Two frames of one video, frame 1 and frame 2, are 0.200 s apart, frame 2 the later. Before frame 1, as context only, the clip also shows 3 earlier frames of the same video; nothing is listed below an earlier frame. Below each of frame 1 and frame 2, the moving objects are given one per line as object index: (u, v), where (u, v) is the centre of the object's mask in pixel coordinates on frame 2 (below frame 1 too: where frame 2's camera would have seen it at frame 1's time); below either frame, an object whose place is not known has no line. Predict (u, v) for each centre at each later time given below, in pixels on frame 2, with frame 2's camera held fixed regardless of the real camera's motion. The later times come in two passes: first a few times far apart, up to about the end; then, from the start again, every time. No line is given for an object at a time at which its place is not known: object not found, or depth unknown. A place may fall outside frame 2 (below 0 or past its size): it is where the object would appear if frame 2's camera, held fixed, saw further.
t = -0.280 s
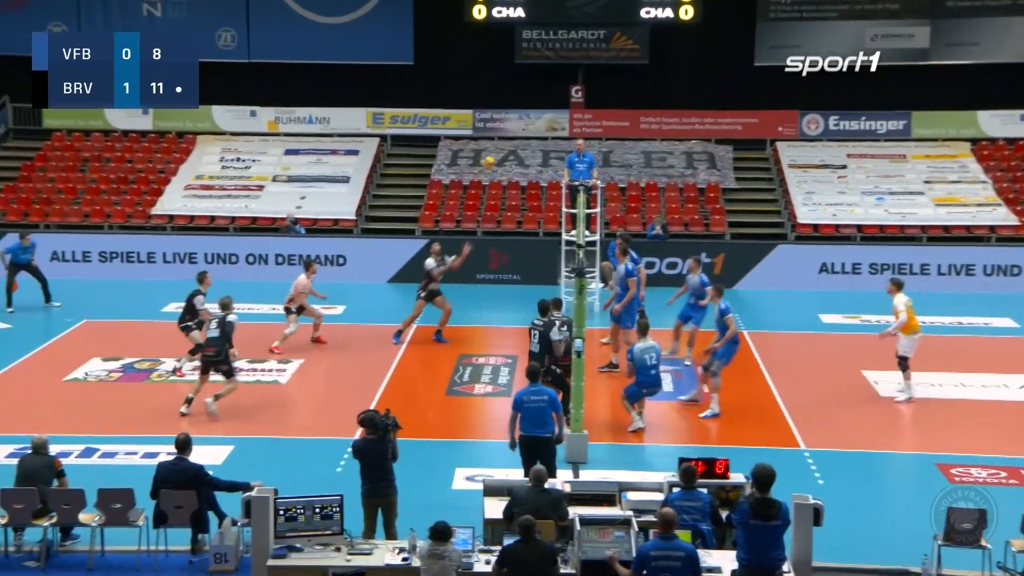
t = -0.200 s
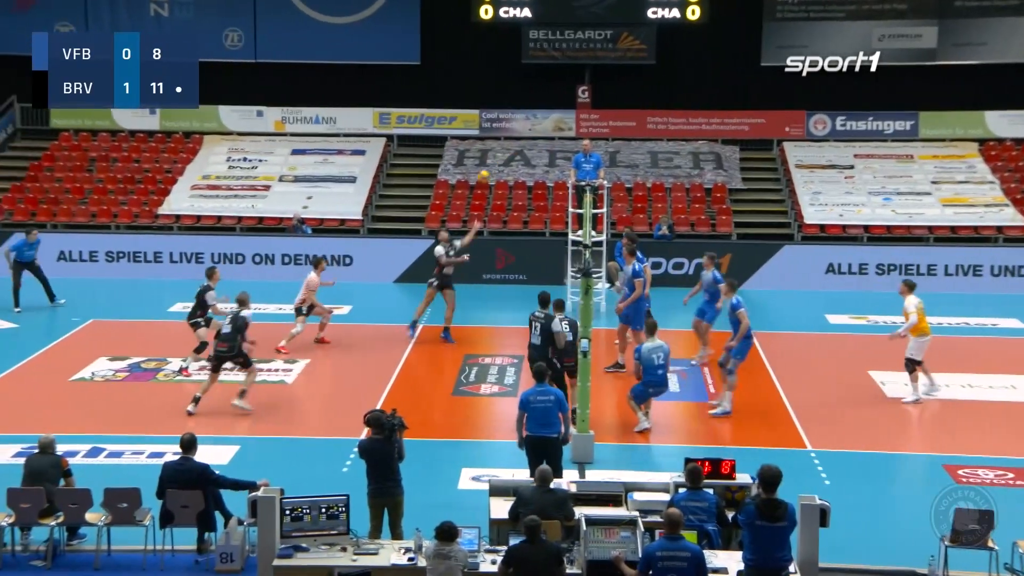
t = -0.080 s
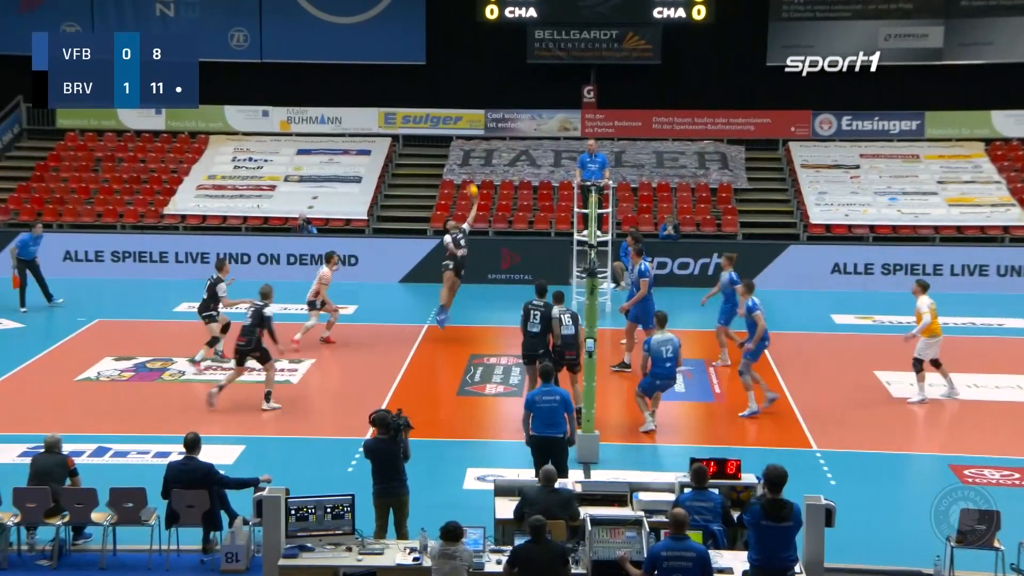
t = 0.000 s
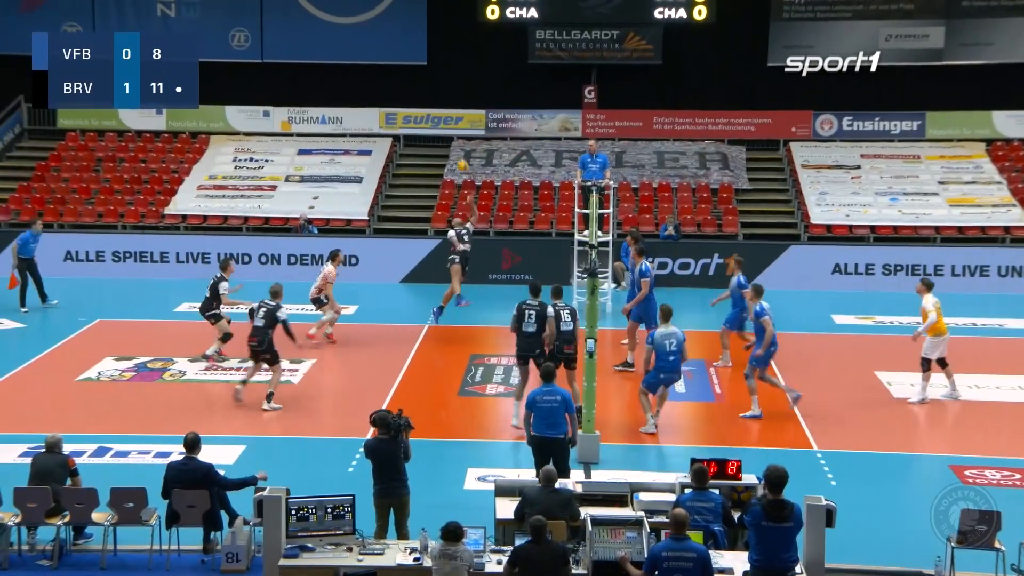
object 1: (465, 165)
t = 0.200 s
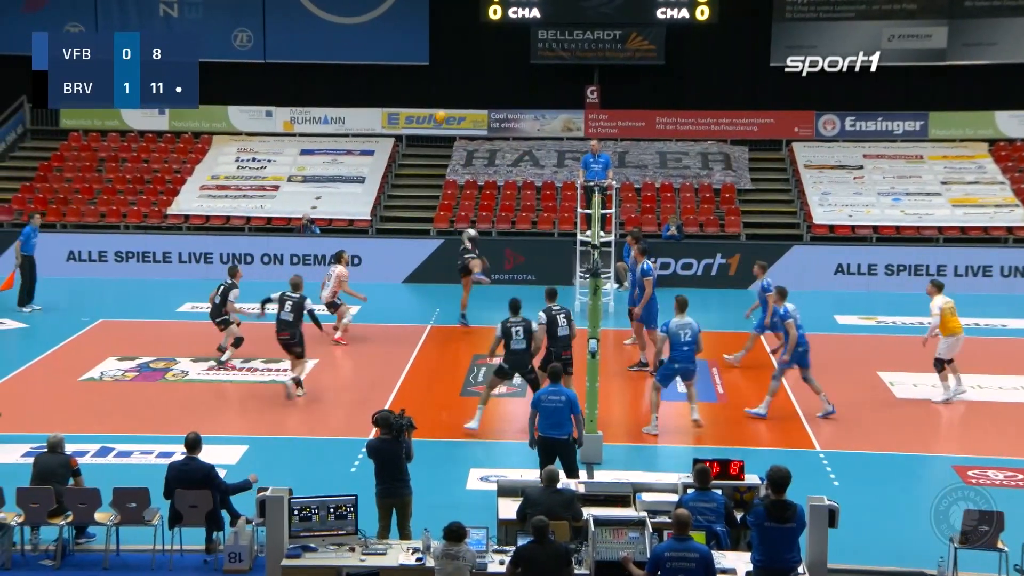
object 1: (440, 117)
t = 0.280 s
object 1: (431, 103)
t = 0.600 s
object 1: (394, 83)
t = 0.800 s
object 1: (371, 99)
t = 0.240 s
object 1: (436, 109)
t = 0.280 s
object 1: (431, 103)
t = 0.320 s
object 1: (426, 97)
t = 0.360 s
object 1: (421, 93)
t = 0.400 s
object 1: (417, 89)
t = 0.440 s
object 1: (412, 86)
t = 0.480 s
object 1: (408, 84)
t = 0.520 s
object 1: (403, 83)
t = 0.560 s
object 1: (399, 82)
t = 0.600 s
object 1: (394, 83)
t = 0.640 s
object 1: (390, 84)
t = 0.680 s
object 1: (385, 86)
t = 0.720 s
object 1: (380, 90)
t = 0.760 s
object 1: (376, 94)
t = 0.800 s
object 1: (371, 99)
